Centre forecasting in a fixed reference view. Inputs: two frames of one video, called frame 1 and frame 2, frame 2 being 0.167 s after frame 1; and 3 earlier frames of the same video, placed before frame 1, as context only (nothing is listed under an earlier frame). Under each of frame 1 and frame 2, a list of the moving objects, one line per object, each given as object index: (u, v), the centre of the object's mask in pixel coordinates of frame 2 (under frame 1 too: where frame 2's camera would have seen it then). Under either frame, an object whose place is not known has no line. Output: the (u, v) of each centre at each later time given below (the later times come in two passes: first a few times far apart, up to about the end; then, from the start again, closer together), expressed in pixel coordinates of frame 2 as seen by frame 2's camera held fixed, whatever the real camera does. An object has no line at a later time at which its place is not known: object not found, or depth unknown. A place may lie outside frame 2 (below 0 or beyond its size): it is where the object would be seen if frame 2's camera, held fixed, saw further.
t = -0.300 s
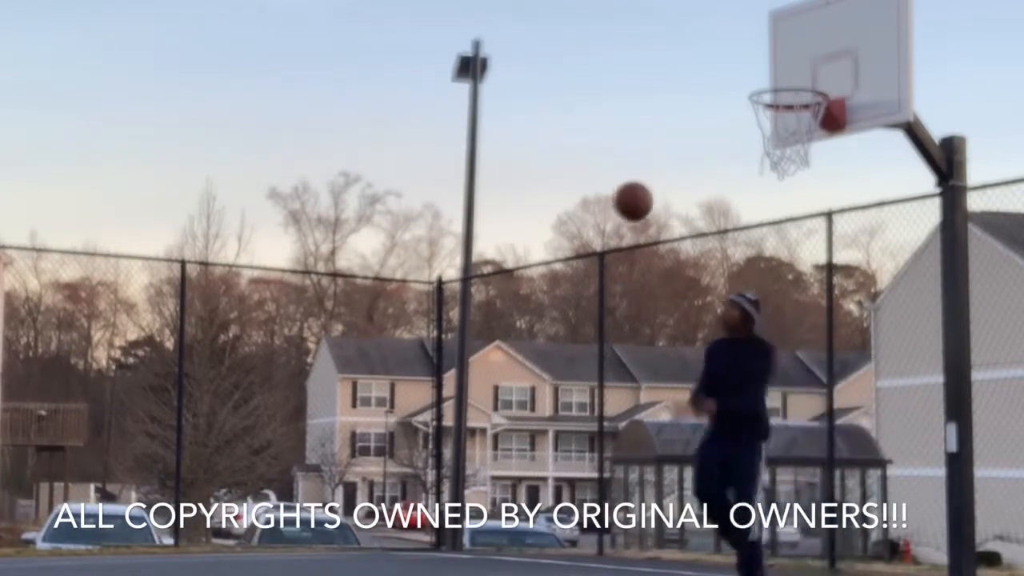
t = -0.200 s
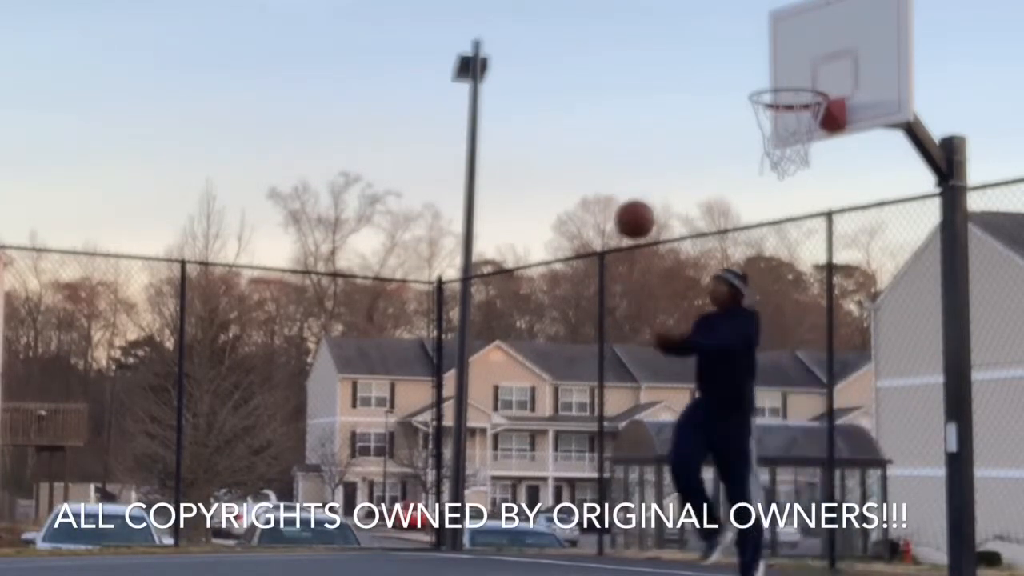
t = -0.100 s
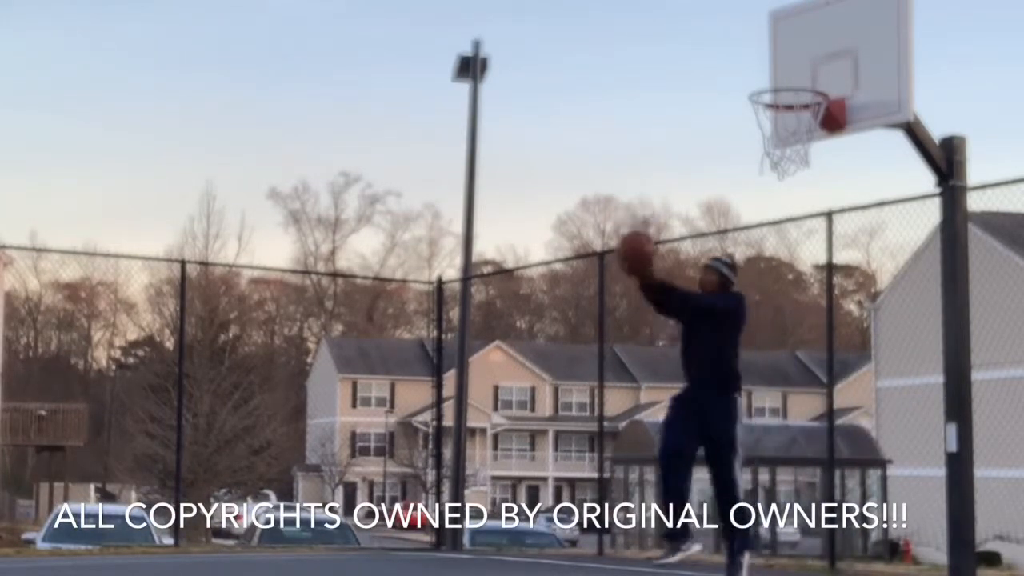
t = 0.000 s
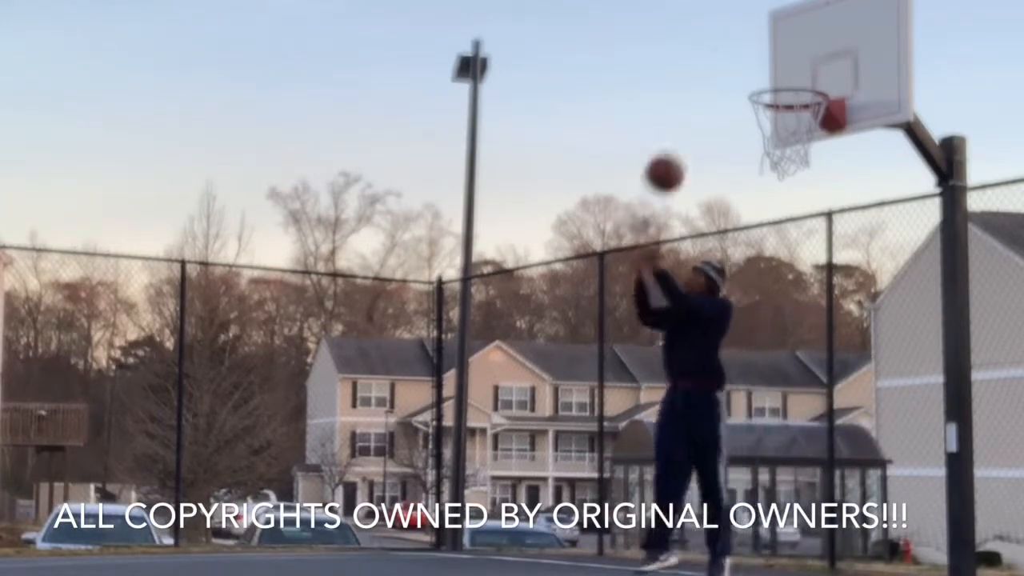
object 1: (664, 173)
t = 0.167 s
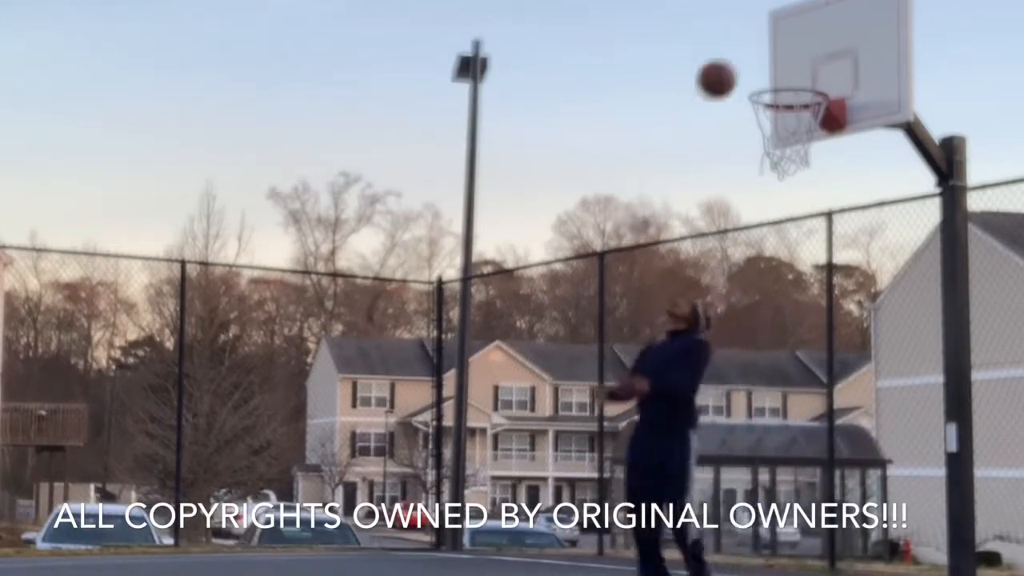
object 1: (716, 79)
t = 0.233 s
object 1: (736, 55)
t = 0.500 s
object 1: (815, 31)
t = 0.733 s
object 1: (791, 75)
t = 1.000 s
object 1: (779, 143)
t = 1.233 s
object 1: (758, 159)
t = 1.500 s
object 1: (736, 264)
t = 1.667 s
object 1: (724, 385)
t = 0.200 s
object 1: (726, 66)
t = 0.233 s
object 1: (736, 55)
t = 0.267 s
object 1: (747, 45)
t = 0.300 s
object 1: (756, 38)
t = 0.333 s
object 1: (766, 33)
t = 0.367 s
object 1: (776, 29)
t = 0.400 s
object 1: (786, 27)
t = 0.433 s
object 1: (796, 27)
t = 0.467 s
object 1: (806, 28)
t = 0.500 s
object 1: (815, 31)
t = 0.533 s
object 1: (825, 36)
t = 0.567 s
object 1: (827, 40)
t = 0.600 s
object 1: (820, 44)
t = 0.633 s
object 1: (813, 49)
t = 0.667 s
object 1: (805, 56)
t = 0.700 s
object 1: (798, 64)
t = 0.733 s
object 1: (791, 75)
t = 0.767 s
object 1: (784, 87)
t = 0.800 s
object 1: (783, 93)
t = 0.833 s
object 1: (783, 100)
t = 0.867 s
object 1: (781, 109)
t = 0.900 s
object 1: (781, 120)
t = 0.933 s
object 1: (781, 131)
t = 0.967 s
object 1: (780, 141)
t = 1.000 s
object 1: (779, 143)
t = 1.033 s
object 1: (775, 143)
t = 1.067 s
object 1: (772, 143)
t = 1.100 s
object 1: (770, 144)
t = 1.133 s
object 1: (766, 146)
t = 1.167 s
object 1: (763, 149)
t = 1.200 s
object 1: (761, 153)
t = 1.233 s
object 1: (758, 159)
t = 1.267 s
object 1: (755, 166)
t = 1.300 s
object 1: (752, 175)
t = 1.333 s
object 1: (750, 184)
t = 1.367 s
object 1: (747, 197)
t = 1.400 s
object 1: (744, 211)
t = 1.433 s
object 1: (741, 227)
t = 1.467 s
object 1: (738, 245)
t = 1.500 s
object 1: (736, 264)
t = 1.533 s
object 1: (733, 285)
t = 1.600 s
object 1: (727, 331)
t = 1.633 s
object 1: (724, 360)
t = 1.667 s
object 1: (724, 385)
